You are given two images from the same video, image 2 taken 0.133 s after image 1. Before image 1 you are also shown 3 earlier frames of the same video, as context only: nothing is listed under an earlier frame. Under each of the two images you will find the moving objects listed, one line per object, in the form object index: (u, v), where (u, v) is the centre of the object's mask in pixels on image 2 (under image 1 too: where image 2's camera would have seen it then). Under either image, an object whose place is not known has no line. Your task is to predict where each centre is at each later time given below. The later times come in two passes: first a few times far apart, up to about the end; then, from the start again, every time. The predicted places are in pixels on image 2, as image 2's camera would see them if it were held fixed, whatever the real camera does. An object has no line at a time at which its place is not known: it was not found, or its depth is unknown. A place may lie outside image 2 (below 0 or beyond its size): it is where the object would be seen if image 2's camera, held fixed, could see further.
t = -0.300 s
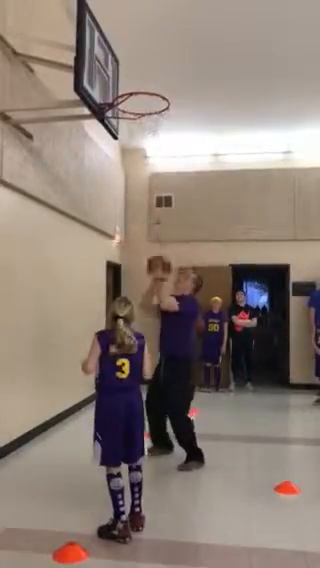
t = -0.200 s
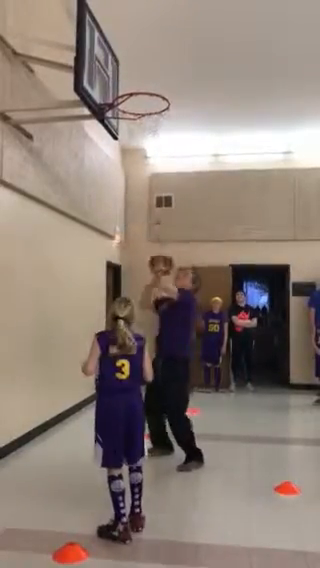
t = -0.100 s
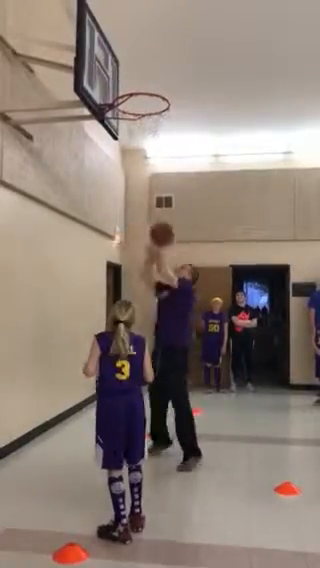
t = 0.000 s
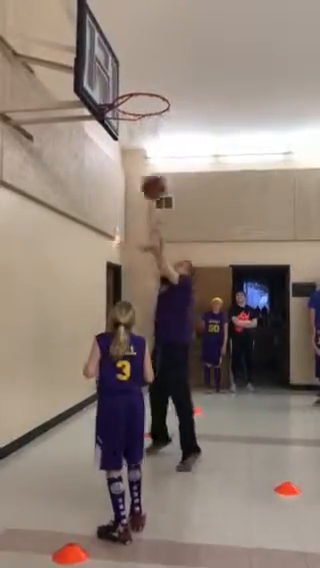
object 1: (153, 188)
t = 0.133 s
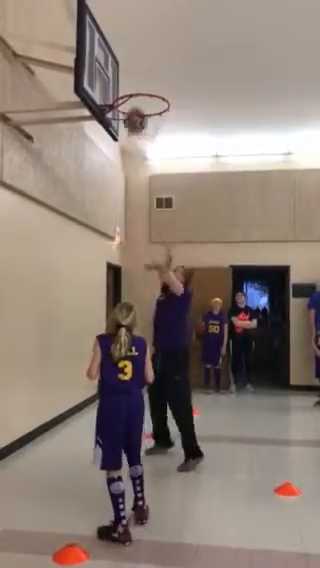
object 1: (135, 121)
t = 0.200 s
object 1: (125, 94)
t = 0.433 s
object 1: (141, 67)
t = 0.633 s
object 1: (160, 93)
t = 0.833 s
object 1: (127, 116)
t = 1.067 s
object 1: (137, 172)
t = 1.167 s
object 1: (142, 213)
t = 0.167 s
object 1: (130, 107)
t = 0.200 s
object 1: (125, 94)
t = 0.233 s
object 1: (124, 85)
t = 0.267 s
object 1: (128, 78)
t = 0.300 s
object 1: (130, 74)
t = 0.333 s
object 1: (133, 71)
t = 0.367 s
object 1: (135, 68)
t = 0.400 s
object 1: (139, 67)
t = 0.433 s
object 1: (141, 67)
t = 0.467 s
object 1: (144, 68)
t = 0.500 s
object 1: (147, 71)
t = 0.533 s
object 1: (151, 74)
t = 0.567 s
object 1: (154, 79)
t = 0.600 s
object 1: (157, 86)
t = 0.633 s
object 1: (160, 93)
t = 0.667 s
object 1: (154, 95)
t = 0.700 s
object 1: (147, 97)
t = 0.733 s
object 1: (141, 101)
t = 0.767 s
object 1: (135, 106)
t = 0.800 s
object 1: (129, 111)
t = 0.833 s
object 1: (127, 116)
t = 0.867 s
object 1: (128, 123)
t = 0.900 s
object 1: (129, 129)
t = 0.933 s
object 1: (131, 137)
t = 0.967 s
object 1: (132, 144)
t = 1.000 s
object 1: (133, 151)
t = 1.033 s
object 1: (135, 161)
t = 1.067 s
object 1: (137, 172)
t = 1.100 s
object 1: (139, 185)
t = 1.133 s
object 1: (141, 198)
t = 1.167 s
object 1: (142, 213)
